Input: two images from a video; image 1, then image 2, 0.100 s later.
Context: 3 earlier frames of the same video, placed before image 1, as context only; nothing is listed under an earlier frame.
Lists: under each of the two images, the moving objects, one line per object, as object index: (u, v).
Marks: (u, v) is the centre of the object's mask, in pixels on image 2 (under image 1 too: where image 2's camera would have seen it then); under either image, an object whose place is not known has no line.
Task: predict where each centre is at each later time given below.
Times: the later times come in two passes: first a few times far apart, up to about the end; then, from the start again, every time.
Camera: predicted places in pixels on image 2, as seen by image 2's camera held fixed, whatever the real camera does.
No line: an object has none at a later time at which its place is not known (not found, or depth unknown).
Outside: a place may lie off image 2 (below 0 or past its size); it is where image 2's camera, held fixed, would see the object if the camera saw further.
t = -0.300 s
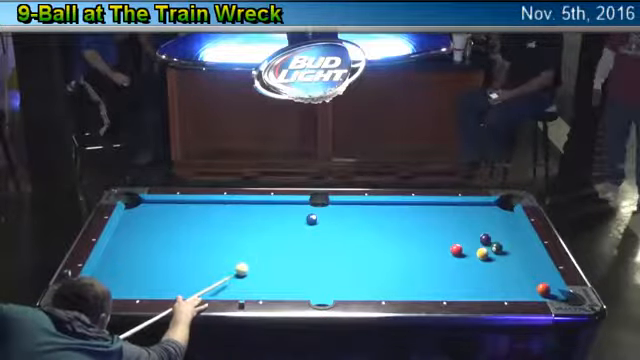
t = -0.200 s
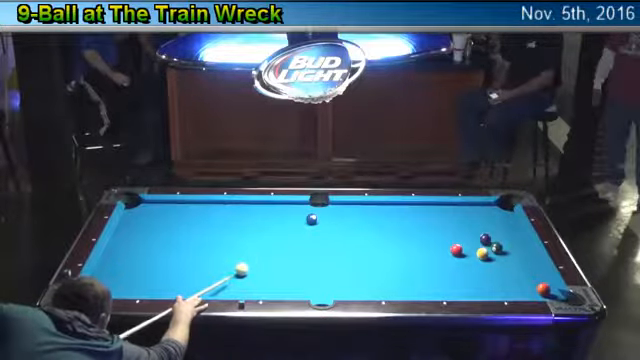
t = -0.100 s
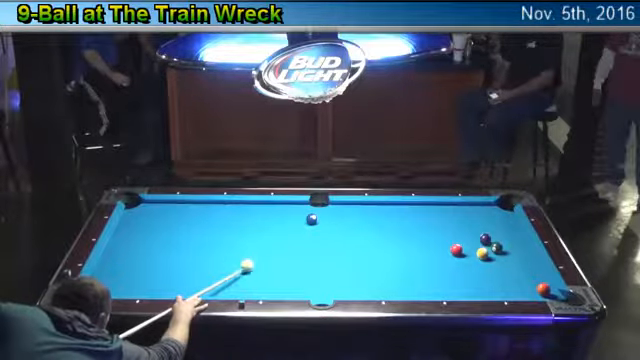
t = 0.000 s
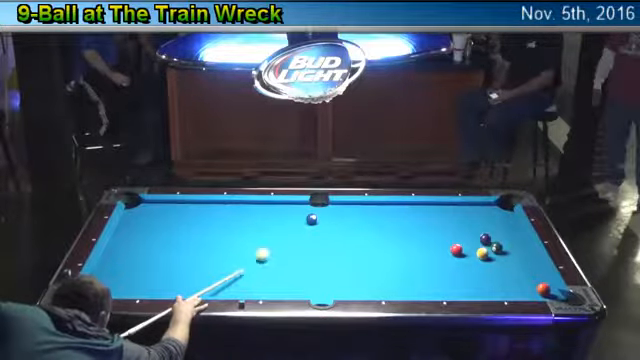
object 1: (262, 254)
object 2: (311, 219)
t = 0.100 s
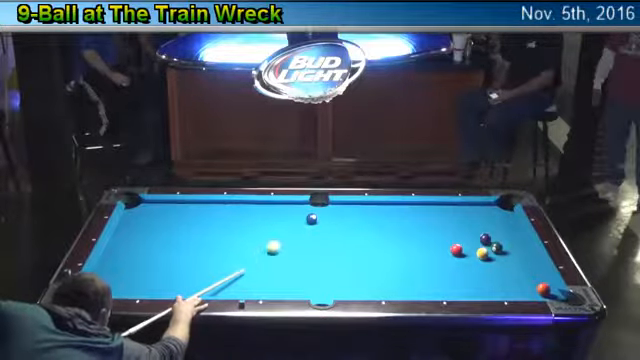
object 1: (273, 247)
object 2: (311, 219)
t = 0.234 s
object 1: (287, 237)
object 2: (311, 219)
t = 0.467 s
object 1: (309, 223)
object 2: (313, 216)
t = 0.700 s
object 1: (325, 221)
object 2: (317, 210)
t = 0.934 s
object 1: (337, 219)
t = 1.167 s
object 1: (350, 217)
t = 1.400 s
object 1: (360, 215)
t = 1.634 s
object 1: (371, 214)
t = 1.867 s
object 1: (379, 213)
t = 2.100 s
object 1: (388, 212)
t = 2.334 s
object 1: (395, 211)
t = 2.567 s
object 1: (401, 210)
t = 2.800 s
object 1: (406, 209)
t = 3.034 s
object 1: (411, 209)
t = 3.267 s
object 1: (415, 208)
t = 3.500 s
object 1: (418, 208)
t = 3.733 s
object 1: (420, 208)
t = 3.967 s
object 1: (420, 208)
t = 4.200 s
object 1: (420, 208)
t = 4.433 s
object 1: (420, 208)
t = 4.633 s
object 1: (420, 207)
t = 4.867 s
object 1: (420, 207)
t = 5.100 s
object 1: (420, 207)
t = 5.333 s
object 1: (420, 207)
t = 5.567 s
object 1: (420, 207)
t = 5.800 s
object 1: (420, 207)
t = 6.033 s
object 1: (420, 207)
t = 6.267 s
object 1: (420, 207)
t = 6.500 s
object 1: (420, 207)
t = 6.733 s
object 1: (420, 207)
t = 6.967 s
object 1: (420, 207)
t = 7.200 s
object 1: (420, 207)
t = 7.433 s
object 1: (420, 207)
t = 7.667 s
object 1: (420, 207)
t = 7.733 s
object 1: (420, 207)
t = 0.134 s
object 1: (277, 245)
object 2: (311, 219)
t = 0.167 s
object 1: (280, 242)
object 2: (311, 219)
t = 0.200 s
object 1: (284, 240)
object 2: (311, 219)
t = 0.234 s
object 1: (287, 237)
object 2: (311, 219)
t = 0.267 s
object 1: (291, 235)
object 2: (311, 219)
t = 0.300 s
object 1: (294, 233)
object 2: (311, 219)
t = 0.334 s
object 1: (297, 231)
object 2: (311, 219)
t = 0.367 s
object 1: (300, 229)
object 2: (311, 219)
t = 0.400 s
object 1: (303, 228)
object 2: (312, 218)
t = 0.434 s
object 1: (307, 224)
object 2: (312, 217)
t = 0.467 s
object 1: (309, 223)
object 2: (313, 216)
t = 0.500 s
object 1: (311, 223)
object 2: (314, 214)
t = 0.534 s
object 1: (313, 223)
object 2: (314, 213)
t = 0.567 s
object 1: (315, 223)
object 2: (314, 212)
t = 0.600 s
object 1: (318, 222)
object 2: (314, 212)
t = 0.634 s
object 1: (318, 222)
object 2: (315, 212)
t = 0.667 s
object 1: (321, 222)
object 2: (316, 211)
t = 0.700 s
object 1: (325, 221)
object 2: (317, 210)
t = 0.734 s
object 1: (326, 221)
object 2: (317, 208)
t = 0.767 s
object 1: (328, 220)
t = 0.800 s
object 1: (330, 220)
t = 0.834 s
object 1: (332, 220)
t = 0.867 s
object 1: (334, 220)
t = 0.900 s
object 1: (336, 219)
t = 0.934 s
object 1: (337, 219)
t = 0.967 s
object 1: (339, 219)
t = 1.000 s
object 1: (341, 218)
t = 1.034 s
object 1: (343, 218)
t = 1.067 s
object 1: (345, 218)
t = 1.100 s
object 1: (347, 218)
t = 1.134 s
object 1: (348, 217)
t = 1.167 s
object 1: (350, 217)
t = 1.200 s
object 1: (352, 217)
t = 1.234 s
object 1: (353, 217)
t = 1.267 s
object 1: (355, 216)
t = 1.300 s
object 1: (356, 216)
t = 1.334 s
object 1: (358, 216)
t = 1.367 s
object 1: (359, 215)
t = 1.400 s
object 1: (360, 215)
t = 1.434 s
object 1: (362, 215)
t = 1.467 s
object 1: (363, 215)
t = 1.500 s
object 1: (365, 215)
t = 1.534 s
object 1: (366, 214)
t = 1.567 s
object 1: (368, 214)
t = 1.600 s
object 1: (369, 214)
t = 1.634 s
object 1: (371, 214)
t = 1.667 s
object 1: (372, 214)
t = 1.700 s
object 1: (373, 214)
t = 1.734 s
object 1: (375, 214)
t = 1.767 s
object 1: (376, 213)
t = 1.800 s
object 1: (377, 213)
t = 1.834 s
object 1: (378, 213)
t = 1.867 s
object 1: (379, 213)
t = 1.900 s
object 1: (380, 213)
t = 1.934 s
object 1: (381, 213)
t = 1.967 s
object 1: (383, 213)
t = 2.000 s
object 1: (384, 213)
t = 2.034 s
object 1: (385, 213)
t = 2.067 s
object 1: (388, 212)
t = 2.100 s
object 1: (388, 212)
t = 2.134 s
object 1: (390, 212)
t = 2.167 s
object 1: (390, 211)
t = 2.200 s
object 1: (391, 212)
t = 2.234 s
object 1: (392, 211)
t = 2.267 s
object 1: (393, 211)
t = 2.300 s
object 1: (394, 211)
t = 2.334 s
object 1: (395, 211)
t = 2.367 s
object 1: (396, 211)
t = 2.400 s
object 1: (396, 211)
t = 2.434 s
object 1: (397, 211)
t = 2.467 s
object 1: (399, 211)
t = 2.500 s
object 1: (399, 211)
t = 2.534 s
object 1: (401, 210)
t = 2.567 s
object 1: (401, 210)
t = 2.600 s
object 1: (402, 210)
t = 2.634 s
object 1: (404, 210)
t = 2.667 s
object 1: (404, 210)
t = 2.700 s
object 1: (405, 210)
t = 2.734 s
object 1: (405, 210)
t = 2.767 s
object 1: (406, 209)
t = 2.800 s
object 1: (406, 209)
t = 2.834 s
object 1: (407, 209)
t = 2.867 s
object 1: (408, 209)
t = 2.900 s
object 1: (409, 209)
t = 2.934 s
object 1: (409, 209)
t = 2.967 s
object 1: (410, 209)
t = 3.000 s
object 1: (411, 209)
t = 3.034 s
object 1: (411, 209)
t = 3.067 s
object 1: (412, 209)
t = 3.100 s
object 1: (412, 208)
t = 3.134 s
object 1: (413, 208)
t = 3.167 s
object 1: (414, 208)
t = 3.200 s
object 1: (414, 208)
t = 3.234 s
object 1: (415, 208)
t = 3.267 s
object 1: (415, 208)
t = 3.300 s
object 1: (415, 208)
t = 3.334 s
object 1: (416, 208)
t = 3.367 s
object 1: (416, 208)
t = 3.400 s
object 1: (417, 208)
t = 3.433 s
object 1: (417, 208)
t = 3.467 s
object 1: (417, 208)
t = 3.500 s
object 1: (418, 208)
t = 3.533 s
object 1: (418, 208)
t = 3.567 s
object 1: (418, 208)
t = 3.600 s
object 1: (419, 208)
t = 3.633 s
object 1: (419, 208)
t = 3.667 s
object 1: (419, 208)
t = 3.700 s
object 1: (419, 208)
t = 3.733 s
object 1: (420, 208)
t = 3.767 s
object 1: (420, 208)
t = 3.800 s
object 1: (420, 208)
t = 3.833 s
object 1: (420, 208)
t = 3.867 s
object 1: (420, 208)
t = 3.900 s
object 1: (420, 208)
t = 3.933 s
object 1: (420, 208)
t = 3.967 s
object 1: (420, 208)
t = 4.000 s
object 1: (420, 208)
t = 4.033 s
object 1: (420, 208)
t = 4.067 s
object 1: (420, 208)
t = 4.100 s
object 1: (420, 208)
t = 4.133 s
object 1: (420, 208)
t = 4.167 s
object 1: (420, 208)
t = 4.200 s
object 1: (420, 208)
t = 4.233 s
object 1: (420, 208)
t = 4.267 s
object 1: (420, 208)
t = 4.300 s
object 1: (420, 208)
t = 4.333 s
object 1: (420, 208)
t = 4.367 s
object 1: (420, 208)
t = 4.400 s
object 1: (420, 208)
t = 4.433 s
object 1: (420, 208)
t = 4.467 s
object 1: (420, 208)
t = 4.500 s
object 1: (420, 207)
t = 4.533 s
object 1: (420, 207)
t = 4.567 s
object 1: (420, 207)
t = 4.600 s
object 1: (420, 207)
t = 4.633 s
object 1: (420, 207)
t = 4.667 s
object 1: (420, 207)
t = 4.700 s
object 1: (420, 207)
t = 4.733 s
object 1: (420, 207)
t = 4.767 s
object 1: (420, 207)
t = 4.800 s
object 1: (420, 207)
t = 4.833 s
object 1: (420, 207)
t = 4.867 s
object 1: (420, 207)
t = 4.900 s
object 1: (420, 207)
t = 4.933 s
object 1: (420, 207)
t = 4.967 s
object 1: (420, 207)
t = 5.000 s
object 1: (420, 207)
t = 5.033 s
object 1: (420, 207)
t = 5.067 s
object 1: (420, 207)
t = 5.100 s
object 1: (420, 207)
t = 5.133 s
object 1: (420, 207)
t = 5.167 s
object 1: (420, 207)
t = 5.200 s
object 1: (420, 207)
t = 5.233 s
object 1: (420, 207)
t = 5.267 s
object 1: (420, 207)
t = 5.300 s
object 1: (420, 207)
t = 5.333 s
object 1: (420, 207)
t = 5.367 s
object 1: (420, 207)
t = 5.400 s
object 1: (420, 207)
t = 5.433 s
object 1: (420, 207)
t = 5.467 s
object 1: (420, 207)
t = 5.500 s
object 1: (420, 207)
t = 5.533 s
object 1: (420, 207)
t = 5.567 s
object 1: (420, 207)
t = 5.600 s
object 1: (420, 207)
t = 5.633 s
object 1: (420, 207)
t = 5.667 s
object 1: (420, 207)
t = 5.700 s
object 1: (420, 207)
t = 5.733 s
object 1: (420, 207)
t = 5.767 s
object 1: (420, 207)
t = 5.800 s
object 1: (420, 207)
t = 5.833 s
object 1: (420, 207)
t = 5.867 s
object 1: (420, 207)
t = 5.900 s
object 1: (420, 207)
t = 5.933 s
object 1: (420, 207)
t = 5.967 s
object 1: (420, 207)
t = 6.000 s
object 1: (420, 207)
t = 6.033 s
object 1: (420, 207)
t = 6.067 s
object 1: (420, 207)
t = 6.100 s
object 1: (420, 207)
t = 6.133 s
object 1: (420, 207)
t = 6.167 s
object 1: (420, 207)
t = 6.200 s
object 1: (420, 207)
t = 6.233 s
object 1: (420, 207)
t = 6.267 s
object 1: (420, 207)
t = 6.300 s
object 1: (420, 207)
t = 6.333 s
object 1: (420, 207)
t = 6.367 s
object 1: (420, 207)
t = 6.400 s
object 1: (420, 207)
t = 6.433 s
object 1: (420, 207)
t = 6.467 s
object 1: (420, 207)
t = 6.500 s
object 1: (420, 207)
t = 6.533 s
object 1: (420, 207)
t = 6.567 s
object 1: (420, 207)
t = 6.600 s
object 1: (420, 207)
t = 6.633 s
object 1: (420, 207)
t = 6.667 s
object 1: (420, 207)
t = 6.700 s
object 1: (420, 207)
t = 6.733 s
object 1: (420, 207)
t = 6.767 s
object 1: (420, 207)
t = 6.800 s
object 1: (420, 207)
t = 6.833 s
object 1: (420, 207)
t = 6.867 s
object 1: (420, 207)
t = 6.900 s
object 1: (420, 207)
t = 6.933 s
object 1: (420, 207)
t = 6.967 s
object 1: (420, 207)
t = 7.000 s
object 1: (420, 207)
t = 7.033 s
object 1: (420, 207)
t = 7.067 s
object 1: (420, 207)
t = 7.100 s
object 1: (420, 207)
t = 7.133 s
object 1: (420, 207)
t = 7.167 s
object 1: (420, 207)
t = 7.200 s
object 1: (420, 207)
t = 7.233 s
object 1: (420, 207)
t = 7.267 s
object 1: (420, 207)
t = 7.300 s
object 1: (420, 207)
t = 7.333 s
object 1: (420, 207)
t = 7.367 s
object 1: (420, 207)
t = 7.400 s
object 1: (420, 207)
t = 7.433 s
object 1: (420, 207)
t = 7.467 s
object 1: (420, 207)
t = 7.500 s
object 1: (420, 207)
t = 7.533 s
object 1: (420, 207)
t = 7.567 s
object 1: (420, 207)
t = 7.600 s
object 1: (420, 207)
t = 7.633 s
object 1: (420, 207)
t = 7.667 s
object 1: (420, 207)
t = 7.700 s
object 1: (420, 207)
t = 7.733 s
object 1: (420, 207)
